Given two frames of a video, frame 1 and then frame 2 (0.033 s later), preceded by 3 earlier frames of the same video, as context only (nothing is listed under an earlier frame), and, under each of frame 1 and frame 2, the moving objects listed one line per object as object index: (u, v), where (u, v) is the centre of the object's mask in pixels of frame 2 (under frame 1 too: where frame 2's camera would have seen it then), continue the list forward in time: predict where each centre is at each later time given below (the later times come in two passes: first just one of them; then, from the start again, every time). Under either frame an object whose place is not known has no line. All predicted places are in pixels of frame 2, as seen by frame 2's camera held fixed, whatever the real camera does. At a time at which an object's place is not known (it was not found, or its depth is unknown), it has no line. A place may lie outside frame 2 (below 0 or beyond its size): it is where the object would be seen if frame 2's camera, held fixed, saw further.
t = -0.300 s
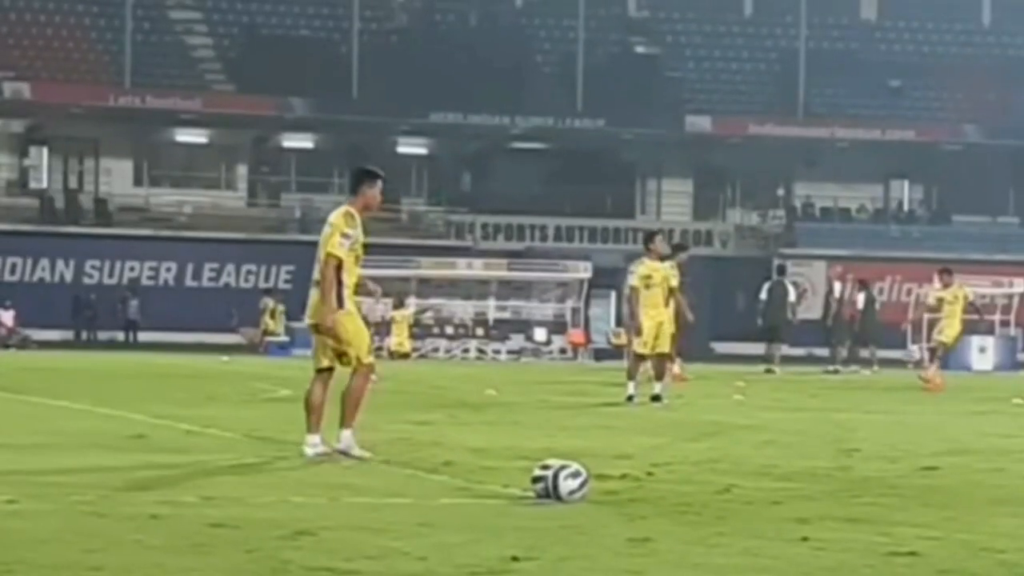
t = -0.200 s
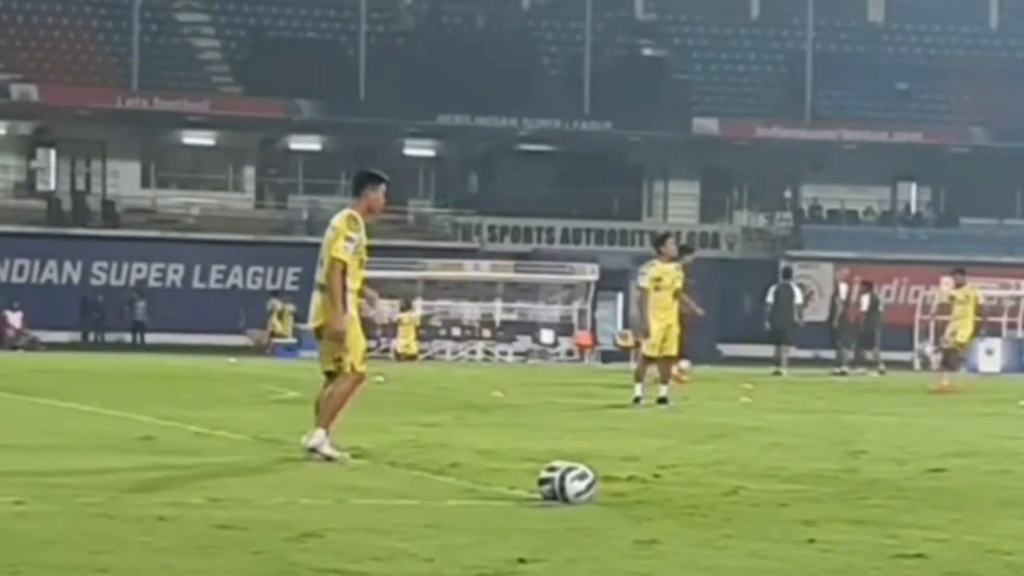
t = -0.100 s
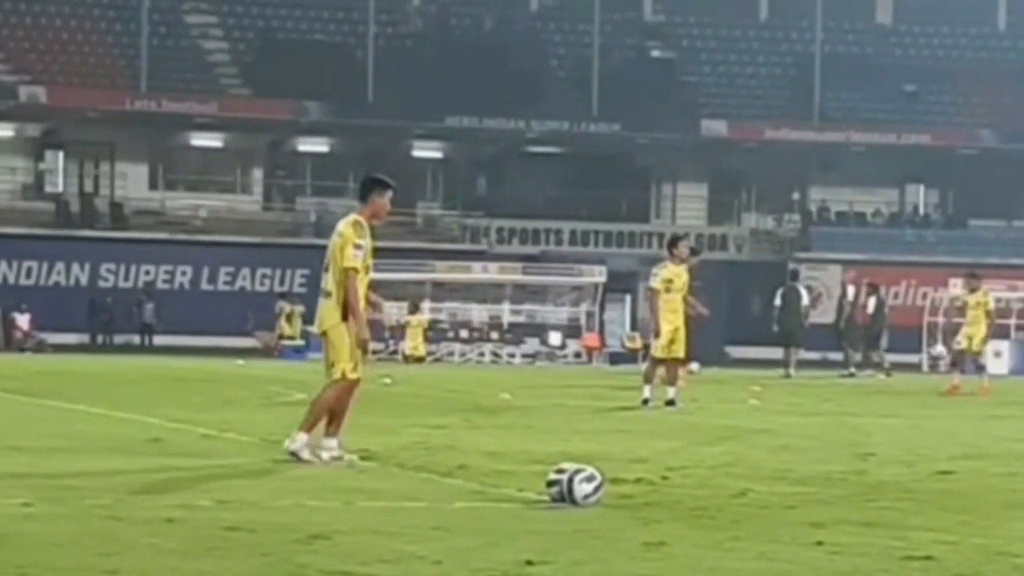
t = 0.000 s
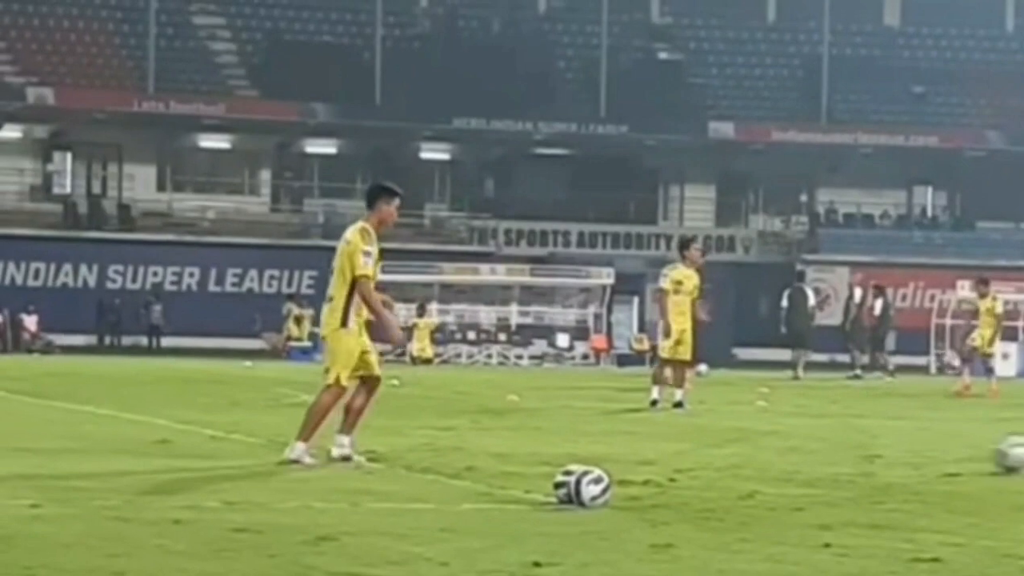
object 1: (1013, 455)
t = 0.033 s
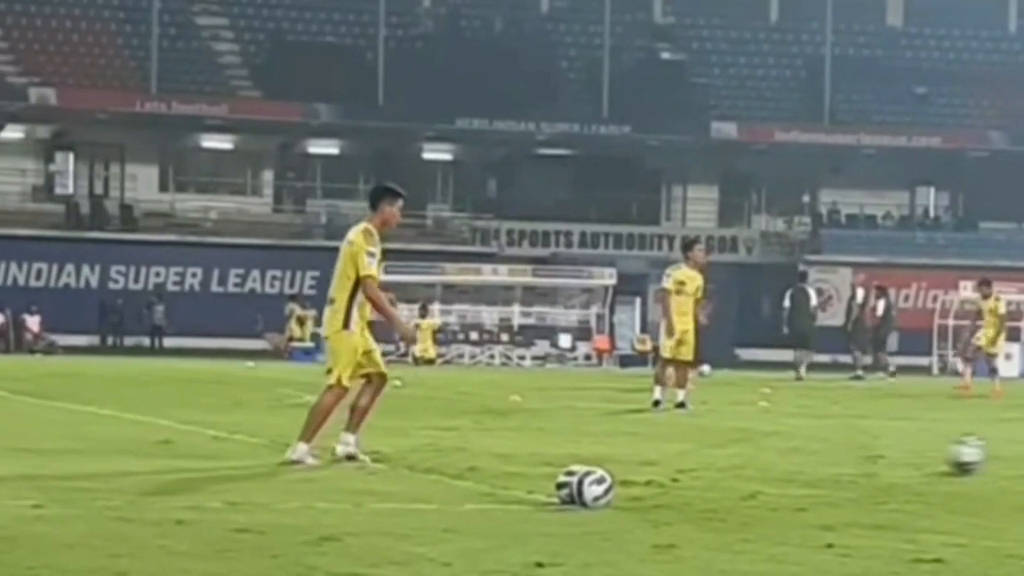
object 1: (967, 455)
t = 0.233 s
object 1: (694, 454)
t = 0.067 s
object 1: (919, 456)
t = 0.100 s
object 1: (870, 455)
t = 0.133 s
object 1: (826, 454)
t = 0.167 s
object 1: (780, 453)
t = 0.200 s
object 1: (735, 454)
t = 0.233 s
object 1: (694, 454)
